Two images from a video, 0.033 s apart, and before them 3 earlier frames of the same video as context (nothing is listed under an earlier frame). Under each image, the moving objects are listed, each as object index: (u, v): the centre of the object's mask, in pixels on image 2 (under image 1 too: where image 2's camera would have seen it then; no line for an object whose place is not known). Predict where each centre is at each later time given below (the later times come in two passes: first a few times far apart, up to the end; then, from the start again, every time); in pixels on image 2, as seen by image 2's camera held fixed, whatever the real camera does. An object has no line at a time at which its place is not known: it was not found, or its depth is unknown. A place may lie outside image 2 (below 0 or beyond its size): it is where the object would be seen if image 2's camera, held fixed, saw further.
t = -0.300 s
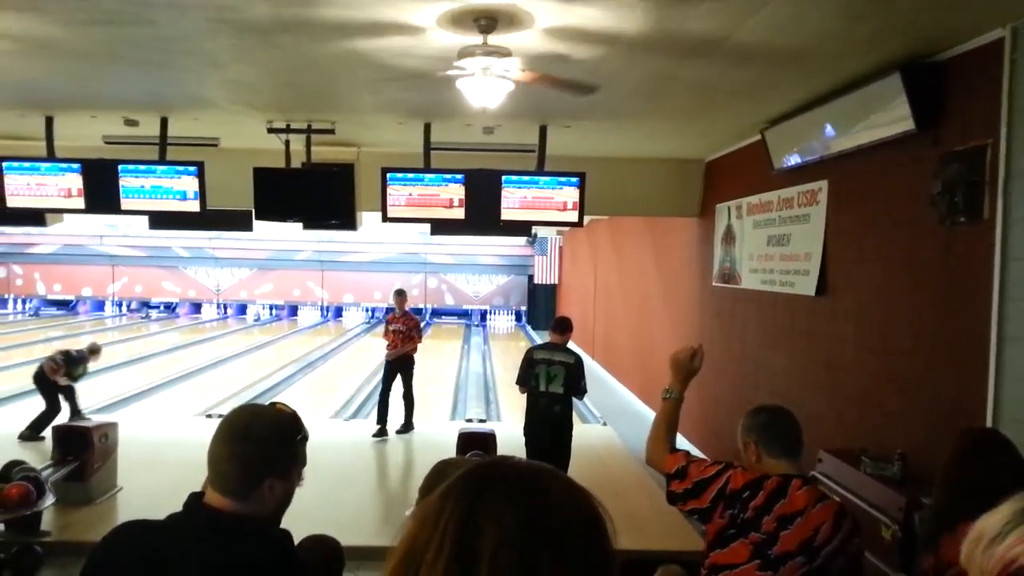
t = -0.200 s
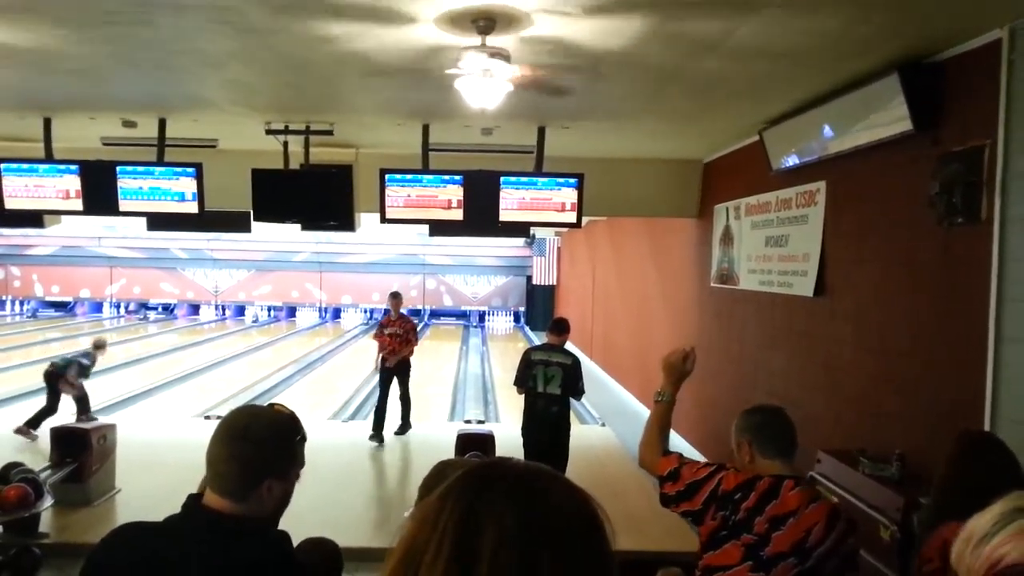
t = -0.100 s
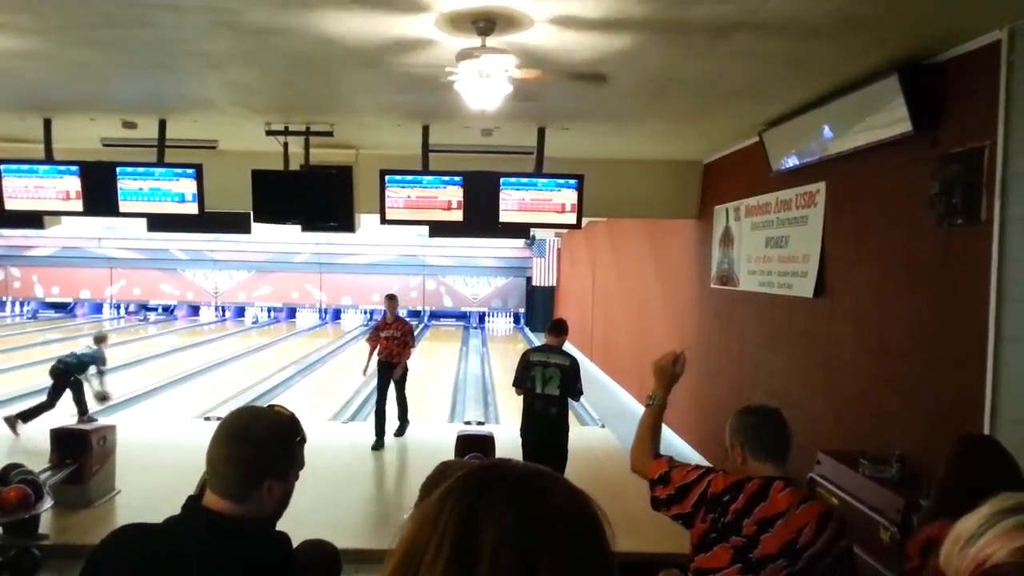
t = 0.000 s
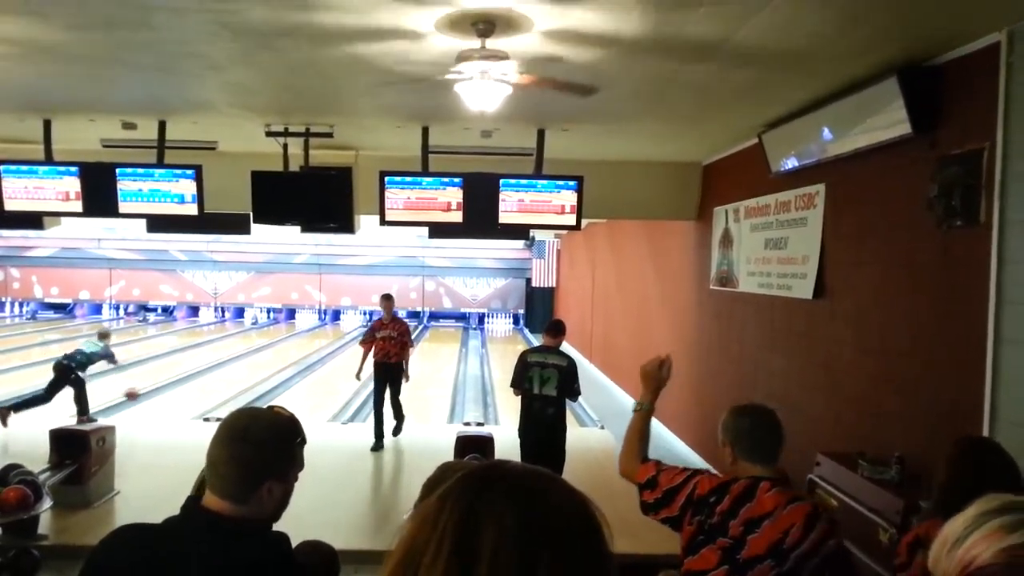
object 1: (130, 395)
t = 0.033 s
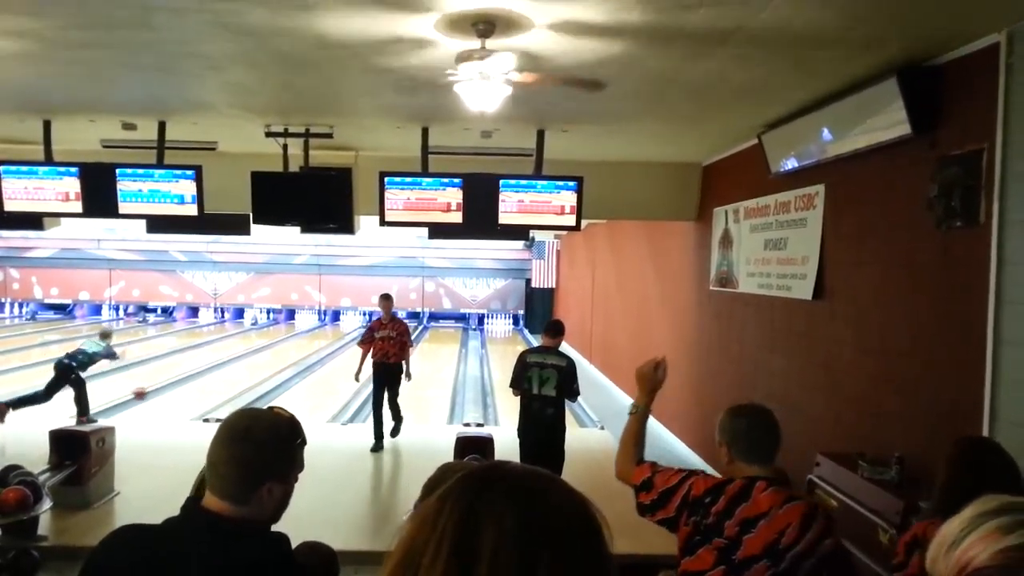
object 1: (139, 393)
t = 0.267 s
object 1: (190, 387)
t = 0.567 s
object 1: (237, 369)
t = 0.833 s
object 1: (268, 357)
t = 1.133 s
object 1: (295, 346)
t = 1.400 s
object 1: (314, 340)
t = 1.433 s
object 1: (316, 339)
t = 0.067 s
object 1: (147, 394)
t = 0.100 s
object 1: (155, 395)
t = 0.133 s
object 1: (163, 396)
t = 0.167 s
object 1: (170, 394)
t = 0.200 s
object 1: (176, 391)
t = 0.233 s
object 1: (184, 389)
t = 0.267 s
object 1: (190, 387)
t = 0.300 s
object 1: (196, 384)
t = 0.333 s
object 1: (201, 383)
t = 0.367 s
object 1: (207, 381)
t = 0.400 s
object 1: (213, 378)
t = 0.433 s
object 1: (217, 376)
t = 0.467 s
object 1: (223, 374)
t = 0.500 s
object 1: (228, 372)
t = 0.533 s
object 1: (232, 370)
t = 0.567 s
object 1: (237, 369)
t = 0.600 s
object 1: (241, 367)
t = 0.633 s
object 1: (245, 365)
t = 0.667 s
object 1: (249, 364)
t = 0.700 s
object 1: (253, 363)
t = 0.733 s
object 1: (256, 361)
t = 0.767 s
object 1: (260, 360)
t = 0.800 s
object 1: (264, 358)
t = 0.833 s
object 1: (268, 357)
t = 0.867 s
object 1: (271, 356)
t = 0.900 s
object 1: (275, 355)
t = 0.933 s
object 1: (278, 353)
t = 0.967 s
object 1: (281, 352)
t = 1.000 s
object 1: (284, 351)
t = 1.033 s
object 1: (287, 350)
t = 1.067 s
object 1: (290, 349)
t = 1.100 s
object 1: (292, 348)
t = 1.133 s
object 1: (295, 346)
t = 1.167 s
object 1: (298, 346)
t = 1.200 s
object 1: (300, 345)
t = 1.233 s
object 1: (303, 344)
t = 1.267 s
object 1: (305, 343)
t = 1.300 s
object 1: (307, 342)
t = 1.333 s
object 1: (310, 342)
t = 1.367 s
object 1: (312, 341)
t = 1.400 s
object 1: (314, 340)
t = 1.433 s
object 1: (316, 339)
